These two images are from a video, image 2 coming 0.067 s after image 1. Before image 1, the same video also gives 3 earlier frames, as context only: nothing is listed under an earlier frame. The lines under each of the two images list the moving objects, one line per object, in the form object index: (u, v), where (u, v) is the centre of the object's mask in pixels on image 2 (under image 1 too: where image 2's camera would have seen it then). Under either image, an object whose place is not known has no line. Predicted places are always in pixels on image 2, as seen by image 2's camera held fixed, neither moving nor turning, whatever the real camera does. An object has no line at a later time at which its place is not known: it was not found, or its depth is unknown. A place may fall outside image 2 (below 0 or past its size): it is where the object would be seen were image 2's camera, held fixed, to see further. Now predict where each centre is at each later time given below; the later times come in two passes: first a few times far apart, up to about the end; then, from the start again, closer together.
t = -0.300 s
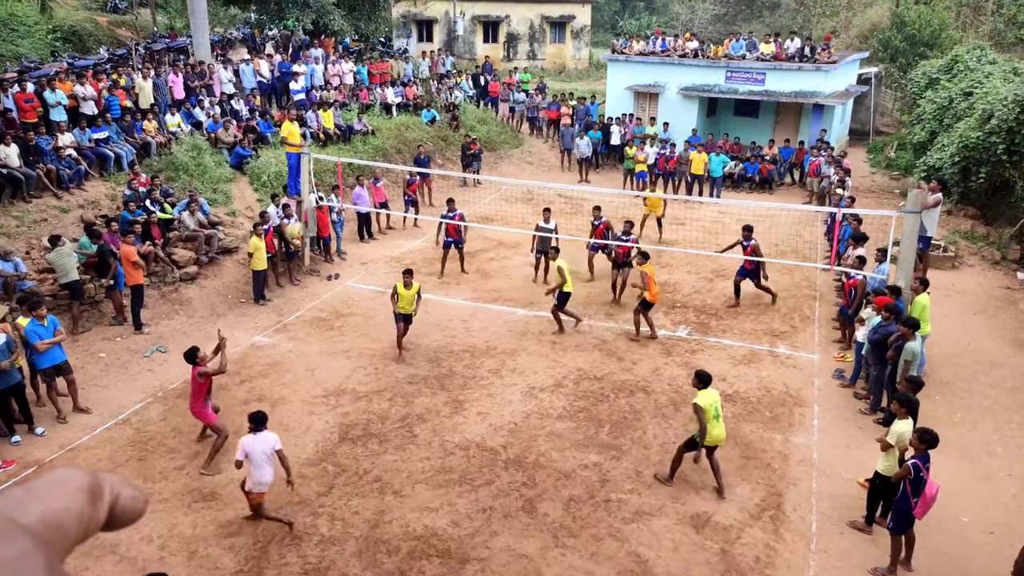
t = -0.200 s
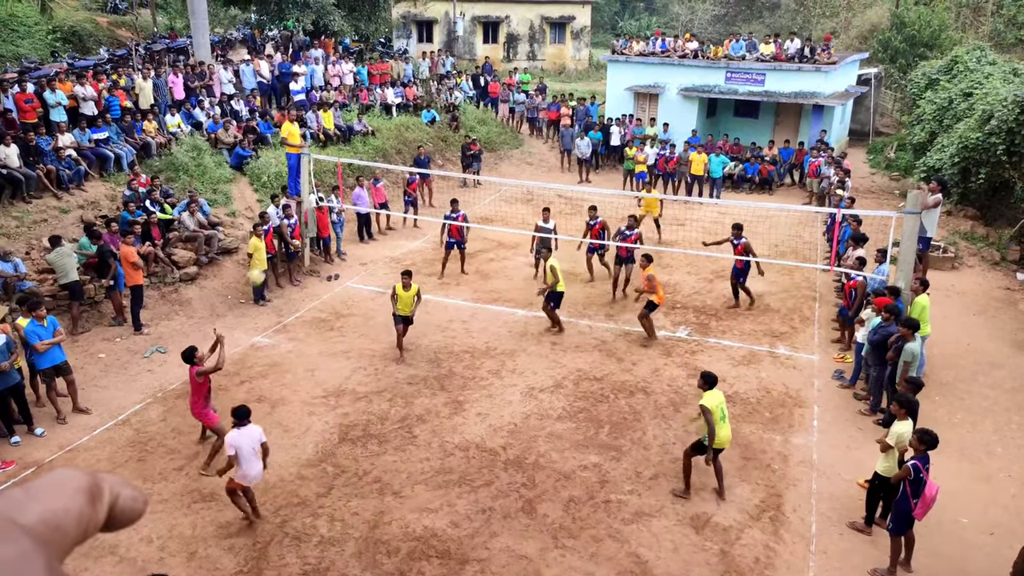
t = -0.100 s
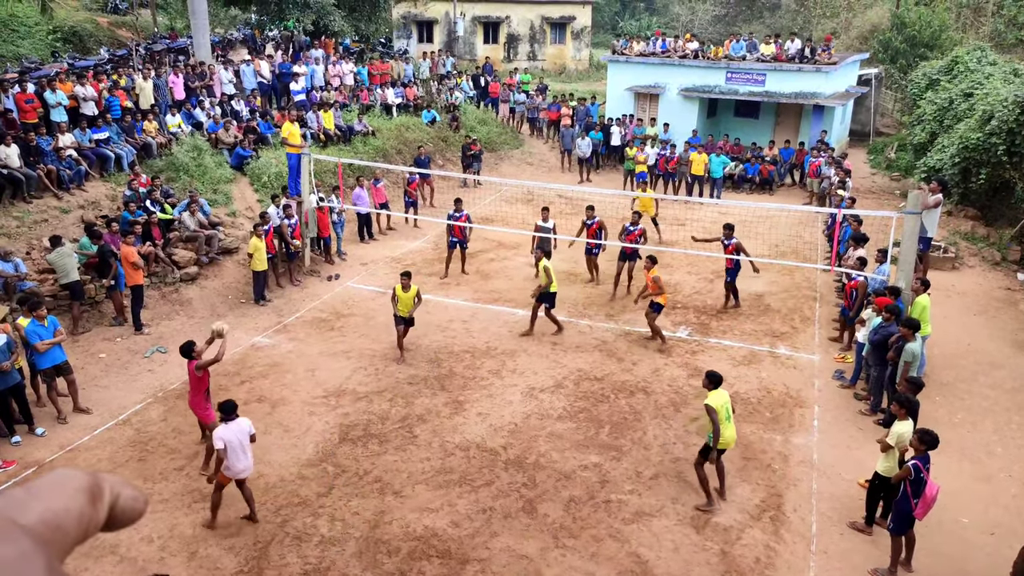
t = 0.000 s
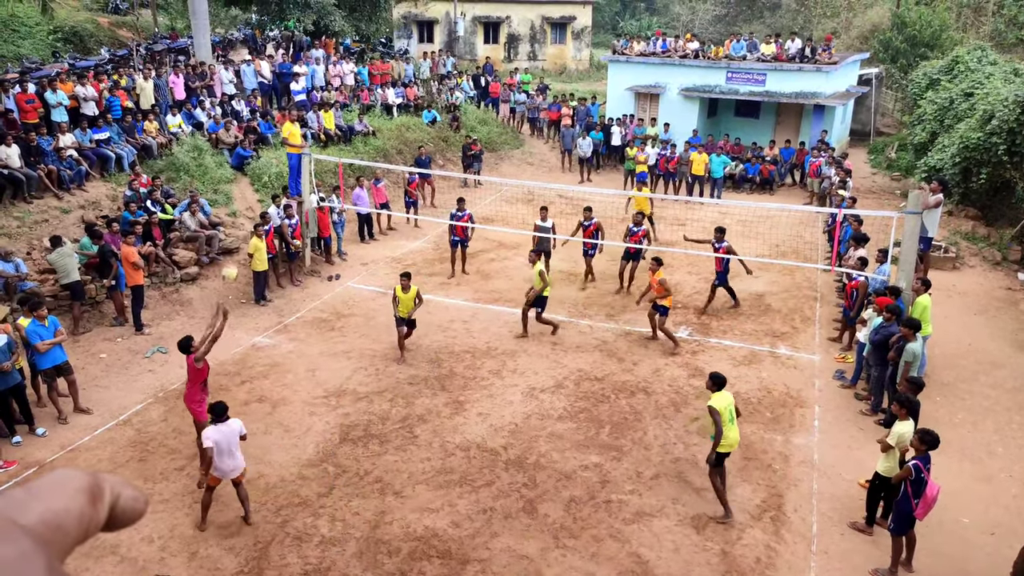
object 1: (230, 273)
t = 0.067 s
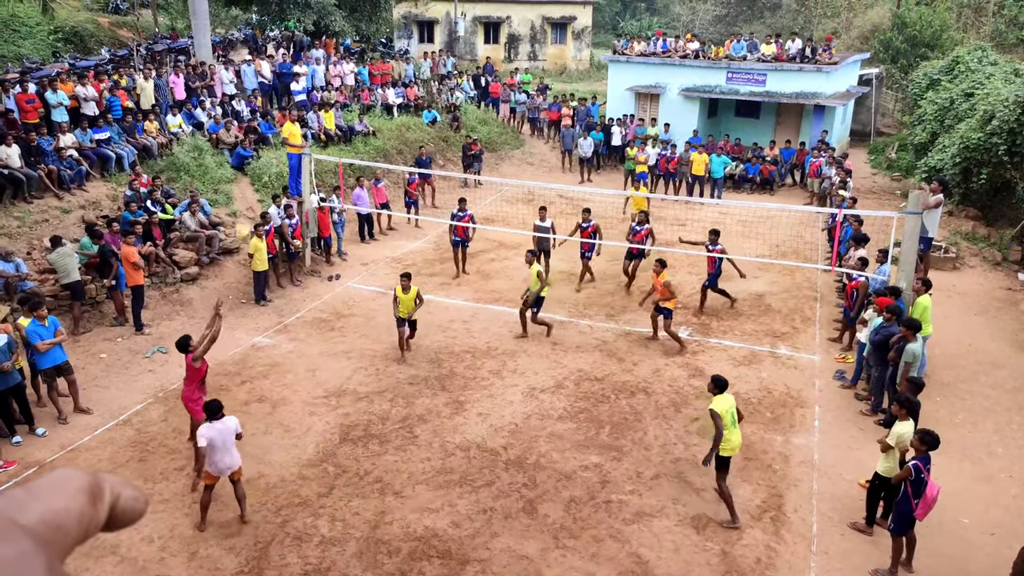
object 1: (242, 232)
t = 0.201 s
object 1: (267, 159)
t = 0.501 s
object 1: (323, 56)
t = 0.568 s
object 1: (335, 43)
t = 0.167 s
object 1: (261, 177)
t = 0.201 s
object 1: (267, 159)
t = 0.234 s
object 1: (273, 144)
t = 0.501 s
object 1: (323, 56)
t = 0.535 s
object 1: (329, 48)
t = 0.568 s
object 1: (335, 43)
